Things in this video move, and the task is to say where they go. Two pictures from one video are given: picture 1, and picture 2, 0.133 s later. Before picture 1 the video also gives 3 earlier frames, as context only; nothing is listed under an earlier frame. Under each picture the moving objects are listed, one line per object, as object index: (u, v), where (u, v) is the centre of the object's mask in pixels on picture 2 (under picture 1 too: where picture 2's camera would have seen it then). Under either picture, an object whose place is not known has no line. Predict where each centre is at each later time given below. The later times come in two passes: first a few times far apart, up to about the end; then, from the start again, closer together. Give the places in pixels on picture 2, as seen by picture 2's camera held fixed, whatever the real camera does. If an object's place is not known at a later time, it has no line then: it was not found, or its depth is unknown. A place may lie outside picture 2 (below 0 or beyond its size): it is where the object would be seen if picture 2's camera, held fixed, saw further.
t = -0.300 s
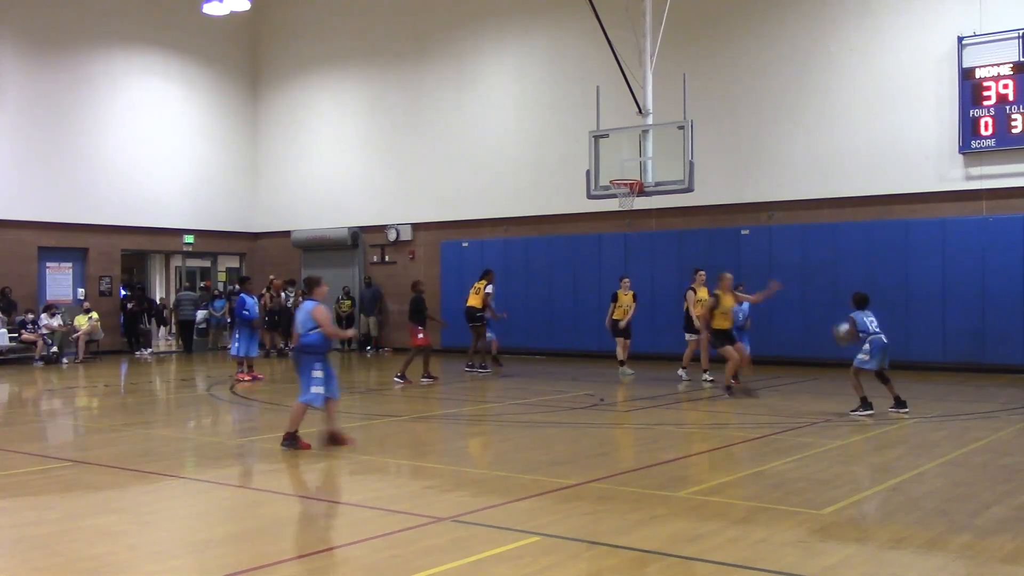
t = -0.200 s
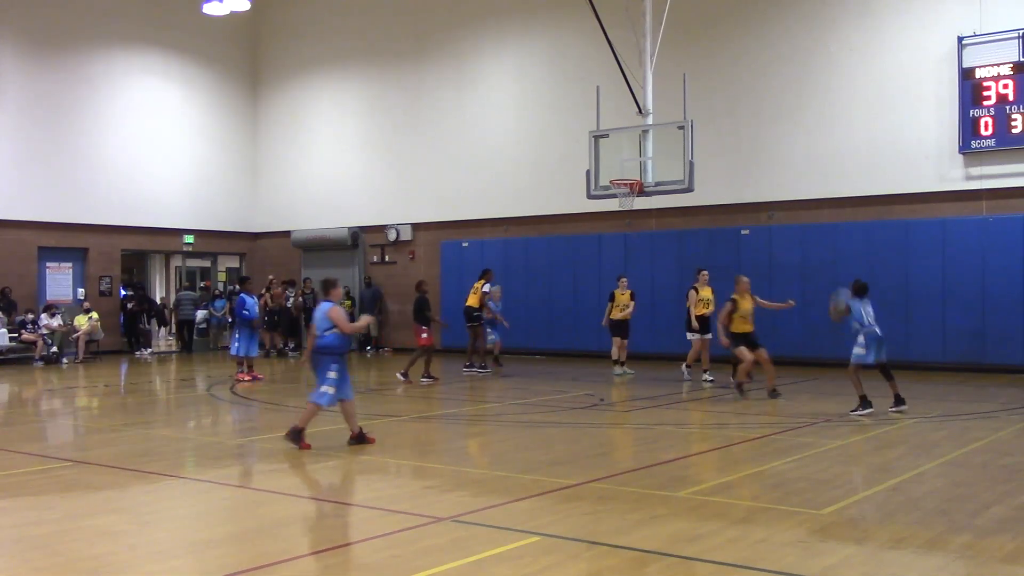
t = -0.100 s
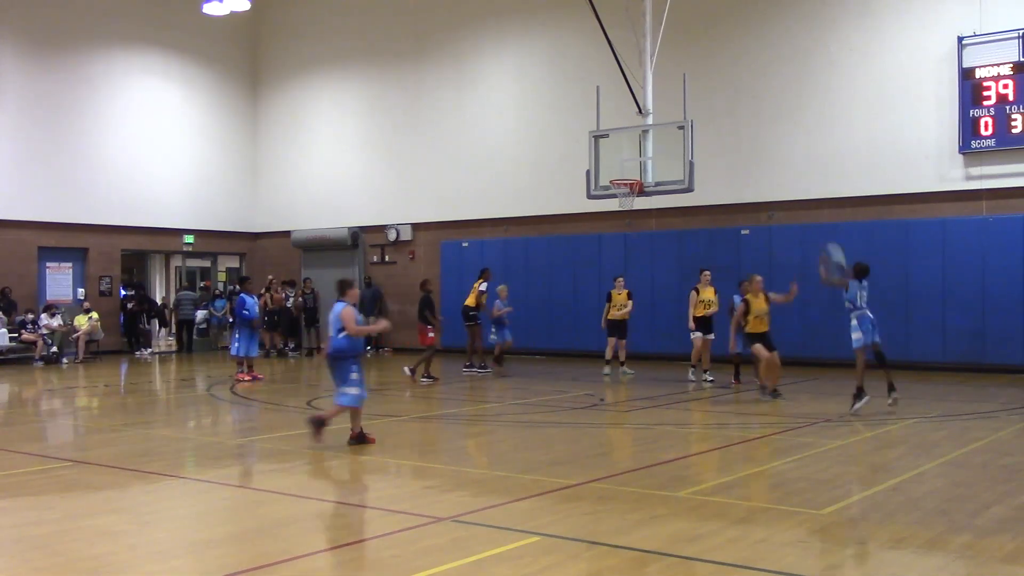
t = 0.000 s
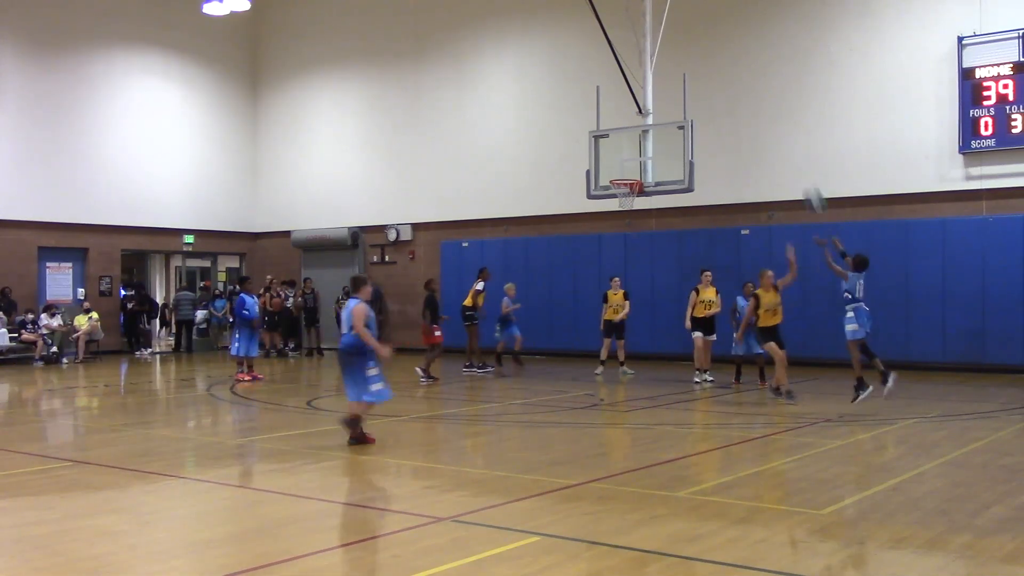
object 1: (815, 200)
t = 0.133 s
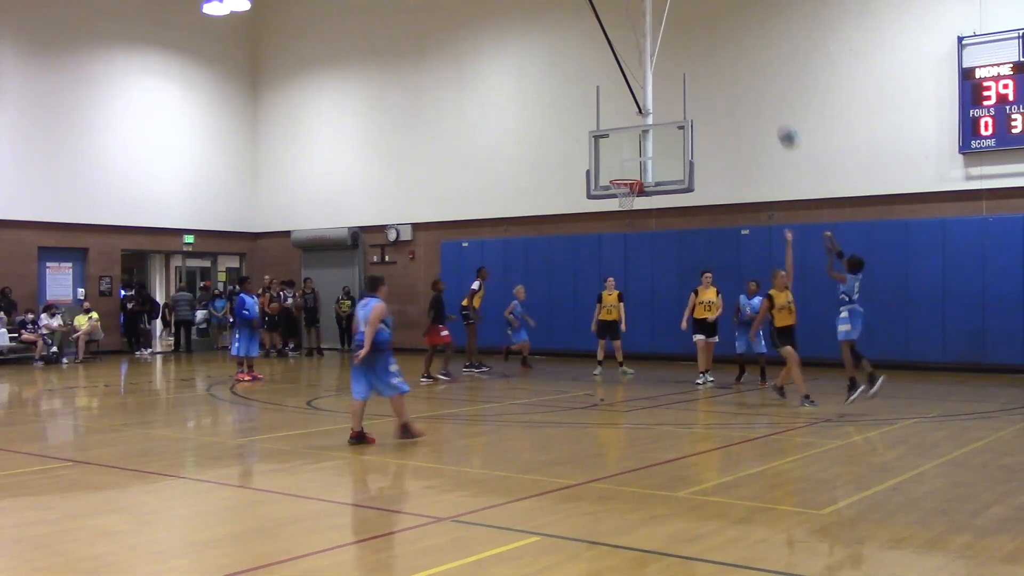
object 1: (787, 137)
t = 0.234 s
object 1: (769, 102)
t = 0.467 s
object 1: (732, 54)
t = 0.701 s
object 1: (697, 51)
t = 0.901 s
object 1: (672, 76)
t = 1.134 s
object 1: (645, 134)
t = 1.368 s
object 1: (618, 193)
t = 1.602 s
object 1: (615, 193)
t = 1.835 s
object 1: (633, 220)
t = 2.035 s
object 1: (650, 264)
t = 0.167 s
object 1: (781, 124)
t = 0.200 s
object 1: (776, 113)
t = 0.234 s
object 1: (769, 102)
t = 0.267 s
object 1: (764, 92)
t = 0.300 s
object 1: (758, 83)
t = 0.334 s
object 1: (752, 75)
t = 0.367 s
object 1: (747, 68)
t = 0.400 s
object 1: (741, 62)
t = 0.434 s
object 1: (736, 58)
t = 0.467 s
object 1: (732, 54)
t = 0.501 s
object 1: (726, 51)
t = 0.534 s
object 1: (722, 49)
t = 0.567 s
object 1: (716, 48)
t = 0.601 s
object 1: (712, 47)
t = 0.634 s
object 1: (706, 48)
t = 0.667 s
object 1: (702, 49)
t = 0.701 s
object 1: (697, 51)
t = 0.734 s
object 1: (694, 53)
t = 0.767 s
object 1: (689, 56)
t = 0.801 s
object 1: (685, 60)
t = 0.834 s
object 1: (680, 65)
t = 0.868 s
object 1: (675, 71)
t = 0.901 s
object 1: (672, 76)
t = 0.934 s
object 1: (667, 84)
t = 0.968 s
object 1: (663, 91)
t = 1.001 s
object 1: (660, 99)
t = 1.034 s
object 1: (656, 107)
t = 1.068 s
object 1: (652, 116)
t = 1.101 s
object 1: (648, 124)
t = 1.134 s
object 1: (645, 134)
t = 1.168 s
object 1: (642, 144)
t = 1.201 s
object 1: (638, 158)
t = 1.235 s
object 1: (634, 167)
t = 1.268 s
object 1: (631, 176)
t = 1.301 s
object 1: (624, 187)
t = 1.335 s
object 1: (620, 192)
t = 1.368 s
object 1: (618, 193)
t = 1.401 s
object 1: (615, 192)
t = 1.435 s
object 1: (615, 190)
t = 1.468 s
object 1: (616, 189)
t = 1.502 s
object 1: (617, 189)
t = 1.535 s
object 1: (617, 190)
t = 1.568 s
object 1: (617, 191)
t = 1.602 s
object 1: (615, 193)
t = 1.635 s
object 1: (617, 196)
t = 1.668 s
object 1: (619, 198)
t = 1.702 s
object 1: (621, 201)
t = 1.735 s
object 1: (624, 205)
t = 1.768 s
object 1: (627, 207)
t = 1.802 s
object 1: (630, 215)
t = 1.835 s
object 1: (633, 220)
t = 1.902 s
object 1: (638, 232)
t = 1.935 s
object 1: (640, 239)
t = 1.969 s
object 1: (643, 247)
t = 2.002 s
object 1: (647, 255)
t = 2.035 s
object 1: (650, 264)
